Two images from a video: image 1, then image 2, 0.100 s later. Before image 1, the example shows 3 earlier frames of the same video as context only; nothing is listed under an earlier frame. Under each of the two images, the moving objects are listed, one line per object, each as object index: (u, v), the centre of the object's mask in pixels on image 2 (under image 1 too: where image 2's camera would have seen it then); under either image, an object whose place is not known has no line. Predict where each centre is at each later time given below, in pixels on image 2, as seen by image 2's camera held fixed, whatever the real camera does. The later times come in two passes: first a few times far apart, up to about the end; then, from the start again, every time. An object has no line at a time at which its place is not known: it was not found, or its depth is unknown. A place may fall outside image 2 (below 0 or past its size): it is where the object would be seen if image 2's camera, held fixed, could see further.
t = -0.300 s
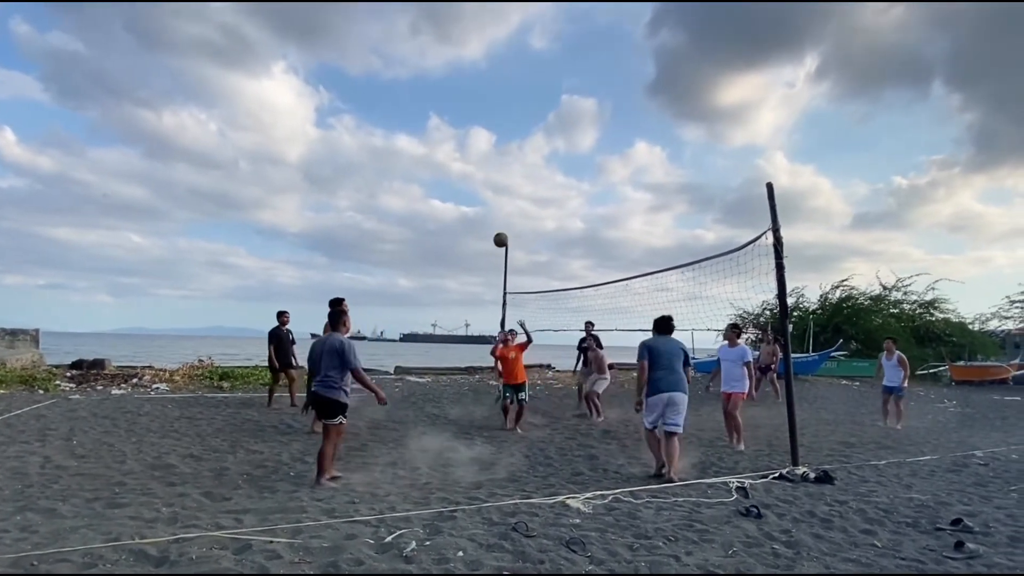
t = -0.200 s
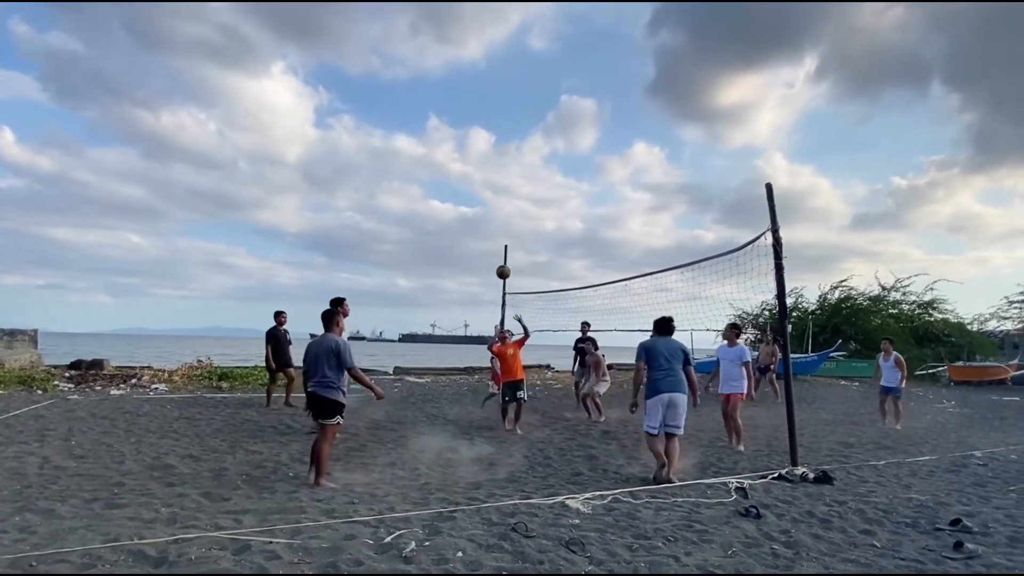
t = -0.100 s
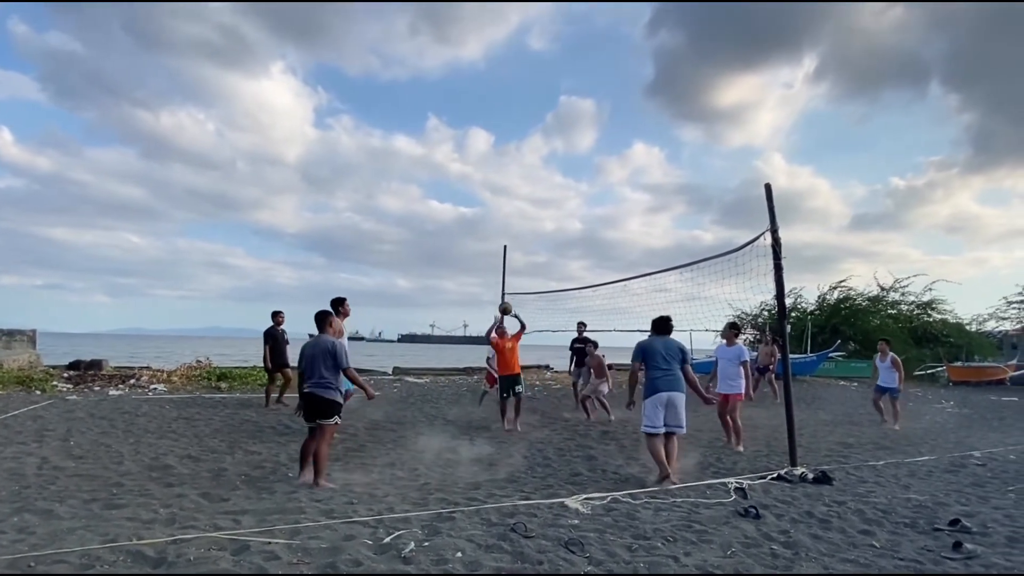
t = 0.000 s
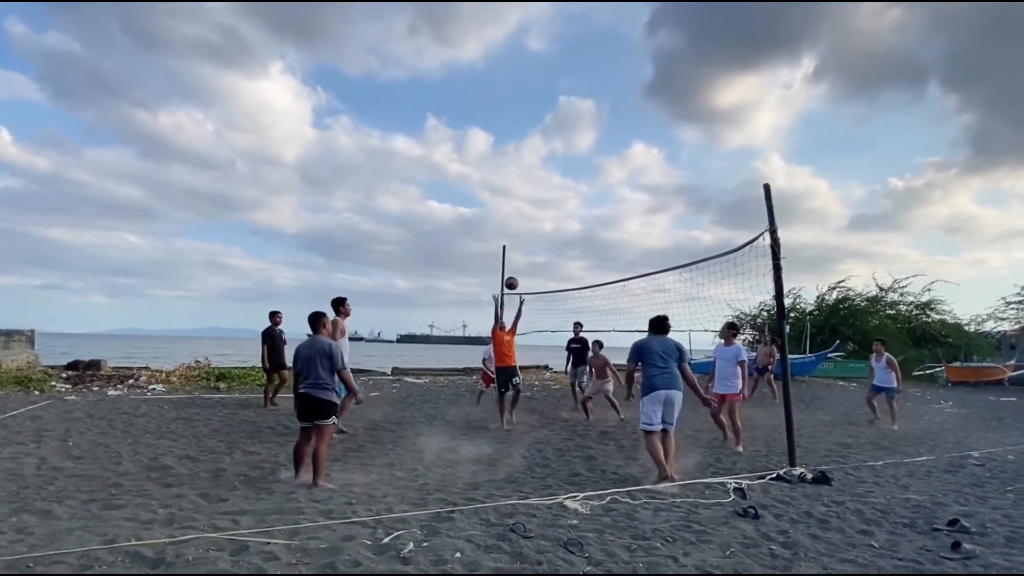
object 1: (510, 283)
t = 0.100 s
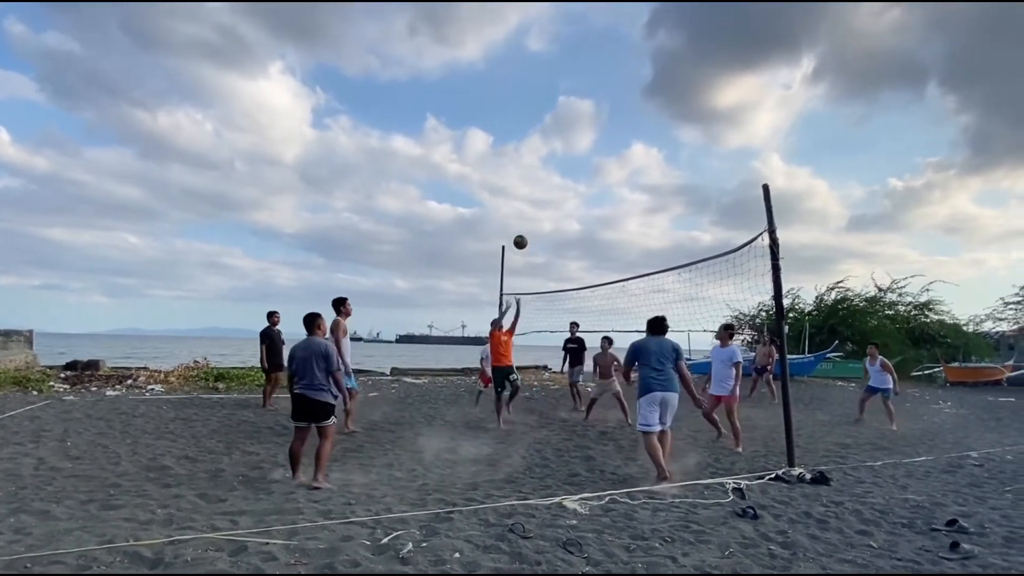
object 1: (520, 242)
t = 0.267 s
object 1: (538, 184)
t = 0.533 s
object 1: (567, 126)
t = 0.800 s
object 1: (596, 119)
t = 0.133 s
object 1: (524, 229)
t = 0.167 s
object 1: (527, 217)
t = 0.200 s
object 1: (531, 205)
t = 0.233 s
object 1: (534, 195)
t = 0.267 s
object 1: (538, 184)
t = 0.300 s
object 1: (542, 174)
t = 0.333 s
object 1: (545, 165)
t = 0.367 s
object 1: (549, 157)
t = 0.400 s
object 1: (553, 149)
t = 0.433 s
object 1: (556, 143)
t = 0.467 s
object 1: (560, 136)
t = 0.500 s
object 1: (563, 131)
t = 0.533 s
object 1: (567, 126)
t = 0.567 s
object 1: (570, 123)
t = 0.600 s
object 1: (574, 119)
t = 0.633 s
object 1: (577, 117)
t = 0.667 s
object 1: (581, 116)
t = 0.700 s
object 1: (585, 115)
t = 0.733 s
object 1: (589, 115)
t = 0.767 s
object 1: (592, 117)
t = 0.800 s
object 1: (596, 119)
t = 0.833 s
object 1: (600, 122)
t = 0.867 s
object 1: (604, 126)
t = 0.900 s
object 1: (607, 131)
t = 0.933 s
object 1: (611, 137)
